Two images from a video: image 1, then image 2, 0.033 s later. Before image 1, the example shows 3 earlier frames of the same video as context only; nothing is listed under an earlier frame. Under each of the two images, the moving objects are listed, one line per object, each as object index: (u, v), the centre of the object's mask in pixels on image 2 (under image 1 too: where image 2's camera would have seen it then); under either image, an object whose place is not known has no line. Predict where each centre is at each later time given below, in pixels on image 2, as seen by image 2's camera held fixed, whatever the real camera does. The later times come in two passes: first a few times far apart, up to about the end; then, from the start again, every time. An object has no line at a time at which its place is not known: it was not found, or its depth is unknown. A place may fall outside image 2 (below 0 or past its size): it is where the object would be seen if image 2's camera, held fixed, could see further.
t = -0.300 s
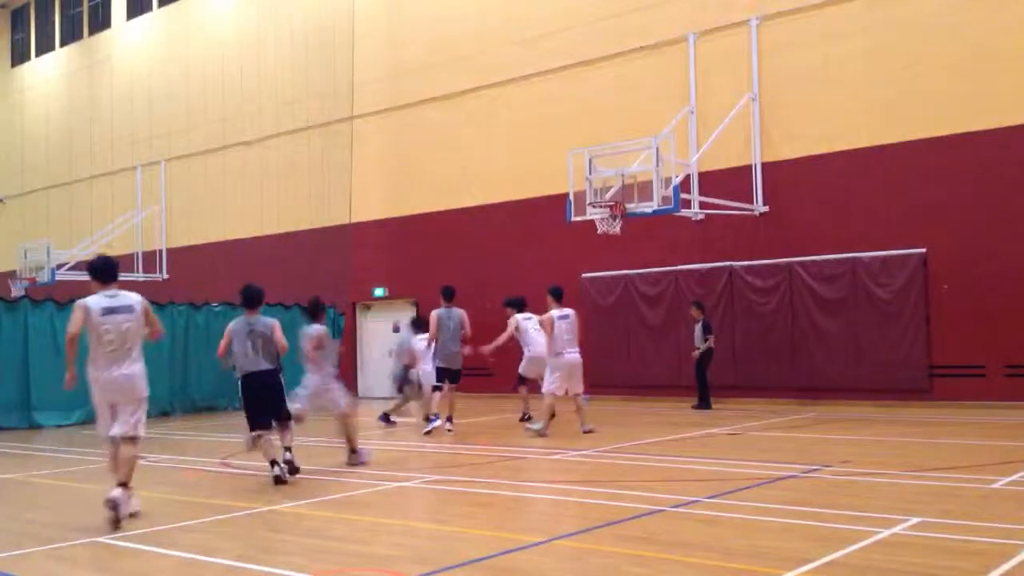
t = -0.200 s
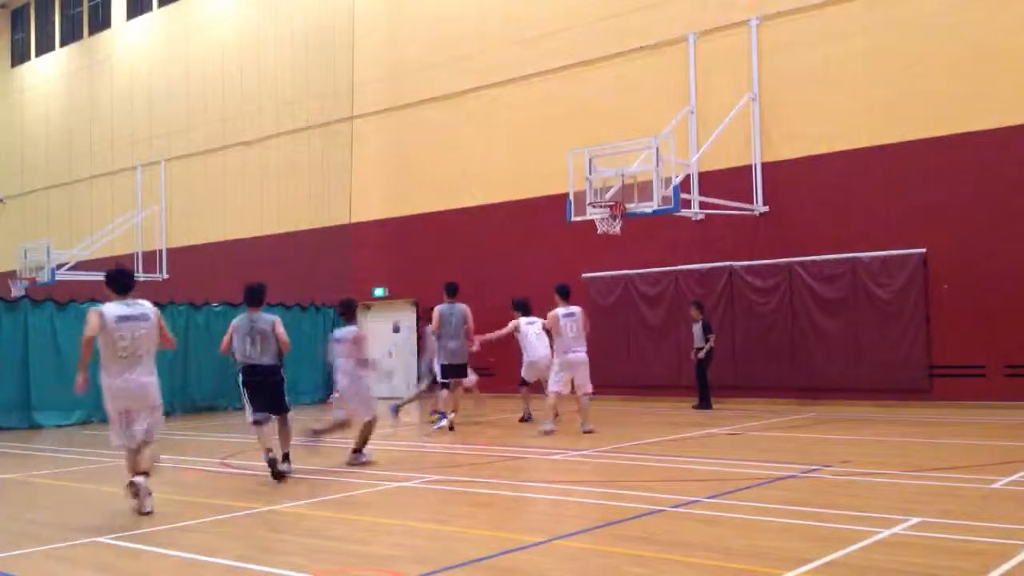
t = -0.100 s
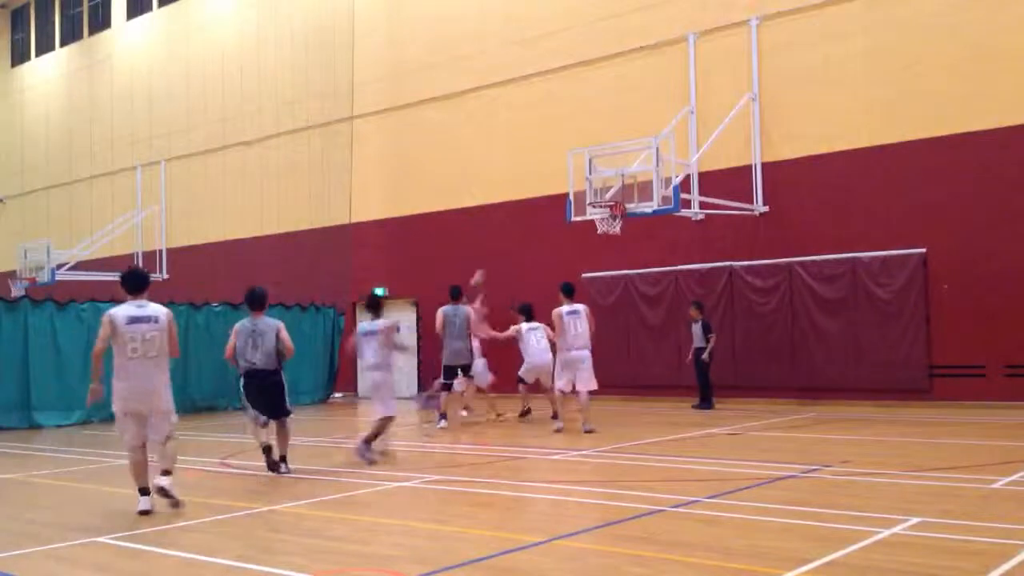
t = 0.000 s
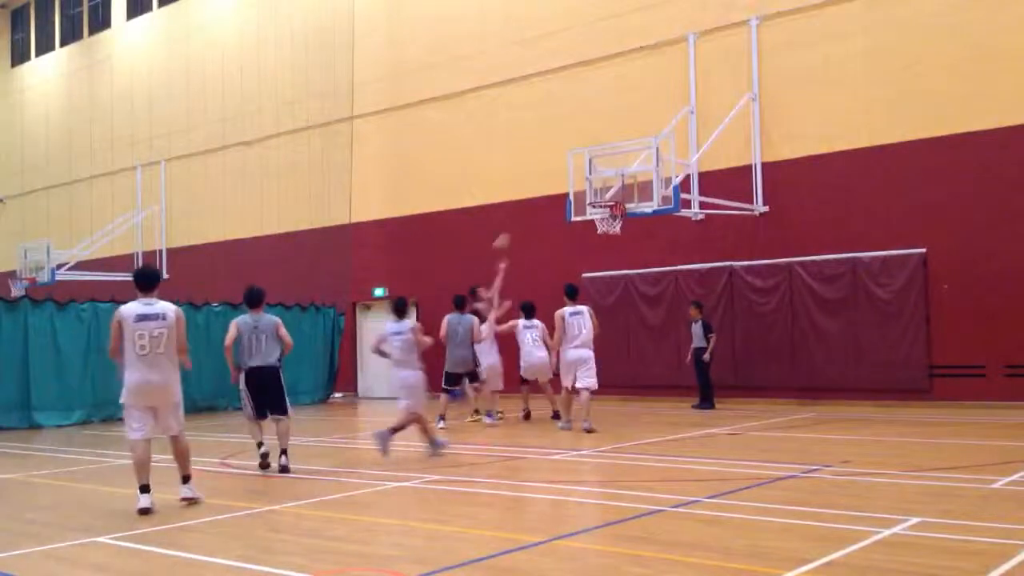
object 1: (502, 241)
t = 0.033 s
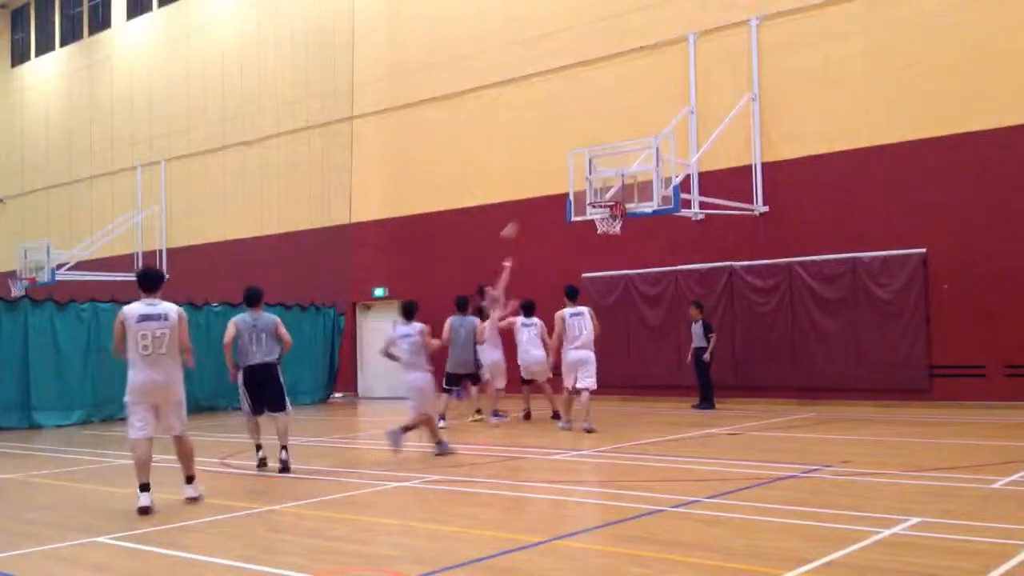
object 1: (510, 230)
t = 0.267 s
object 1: (561, 182)
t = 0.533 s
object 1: (563, 170)
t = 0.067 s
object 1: (516, 221)
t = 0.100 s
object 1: (524, 213)
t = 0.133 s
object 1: (530, 206)
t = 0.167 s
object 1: (537, 198)
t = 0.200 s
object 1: (546, 191)
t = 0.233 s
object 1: (554, 187)
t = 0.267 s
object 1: (561, 182)
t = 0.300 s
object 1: (564, 178)
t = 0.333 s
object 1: (564, 174)
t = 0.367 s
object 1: (564, 171)
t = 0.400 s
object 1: (562, 170)
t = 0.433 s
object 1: (563, 170)
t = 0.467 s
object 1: (563, 169)
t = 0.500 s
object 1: (563, 169)
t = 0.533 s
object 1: (563, 170)
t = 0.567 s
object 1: (563, 172)
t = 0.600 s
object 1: (563, 175)
